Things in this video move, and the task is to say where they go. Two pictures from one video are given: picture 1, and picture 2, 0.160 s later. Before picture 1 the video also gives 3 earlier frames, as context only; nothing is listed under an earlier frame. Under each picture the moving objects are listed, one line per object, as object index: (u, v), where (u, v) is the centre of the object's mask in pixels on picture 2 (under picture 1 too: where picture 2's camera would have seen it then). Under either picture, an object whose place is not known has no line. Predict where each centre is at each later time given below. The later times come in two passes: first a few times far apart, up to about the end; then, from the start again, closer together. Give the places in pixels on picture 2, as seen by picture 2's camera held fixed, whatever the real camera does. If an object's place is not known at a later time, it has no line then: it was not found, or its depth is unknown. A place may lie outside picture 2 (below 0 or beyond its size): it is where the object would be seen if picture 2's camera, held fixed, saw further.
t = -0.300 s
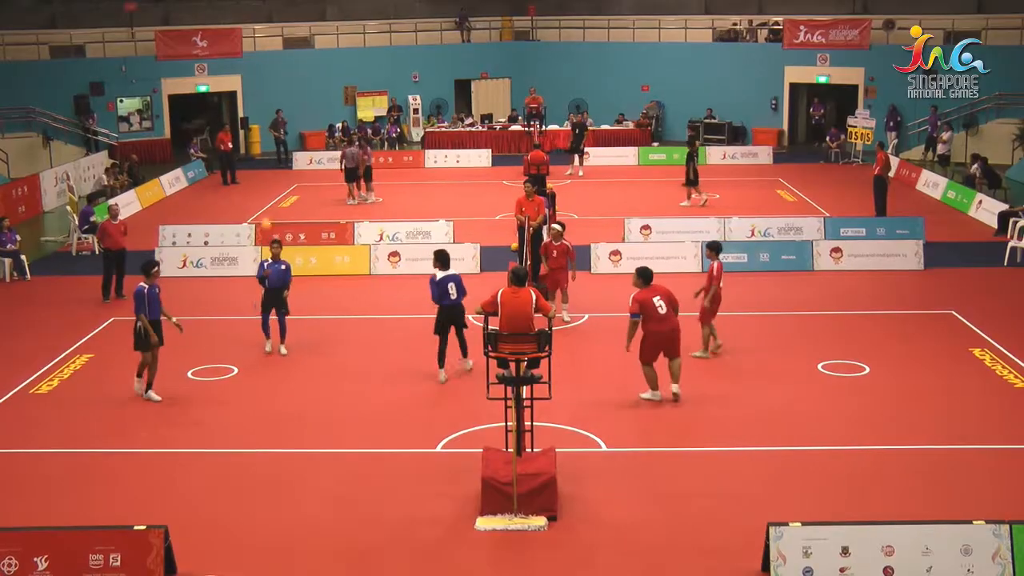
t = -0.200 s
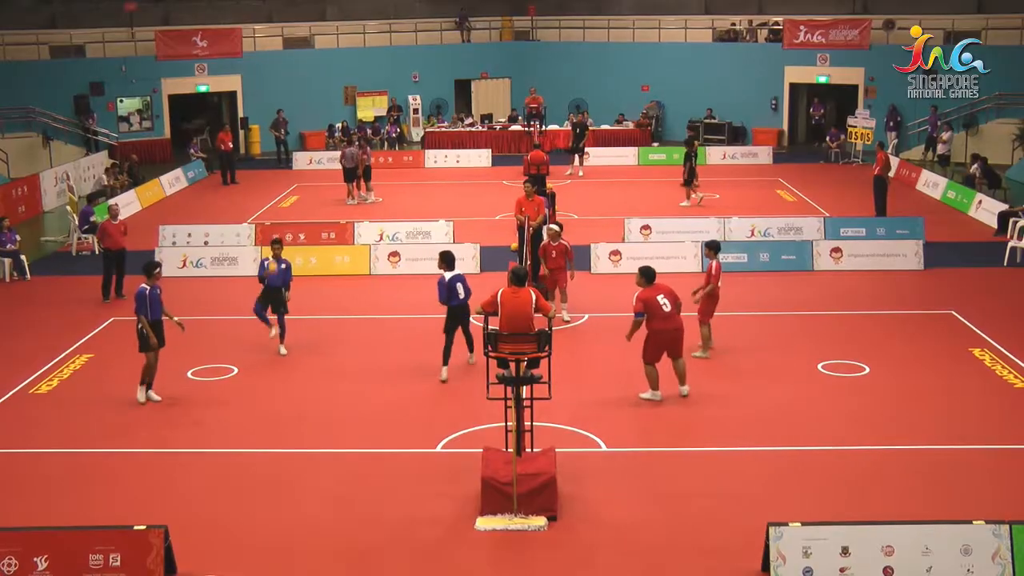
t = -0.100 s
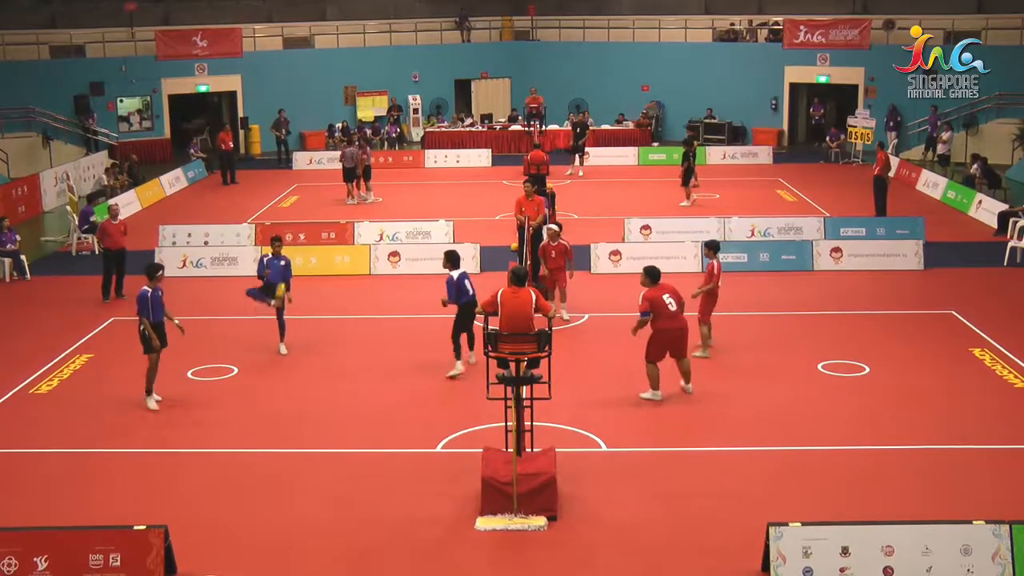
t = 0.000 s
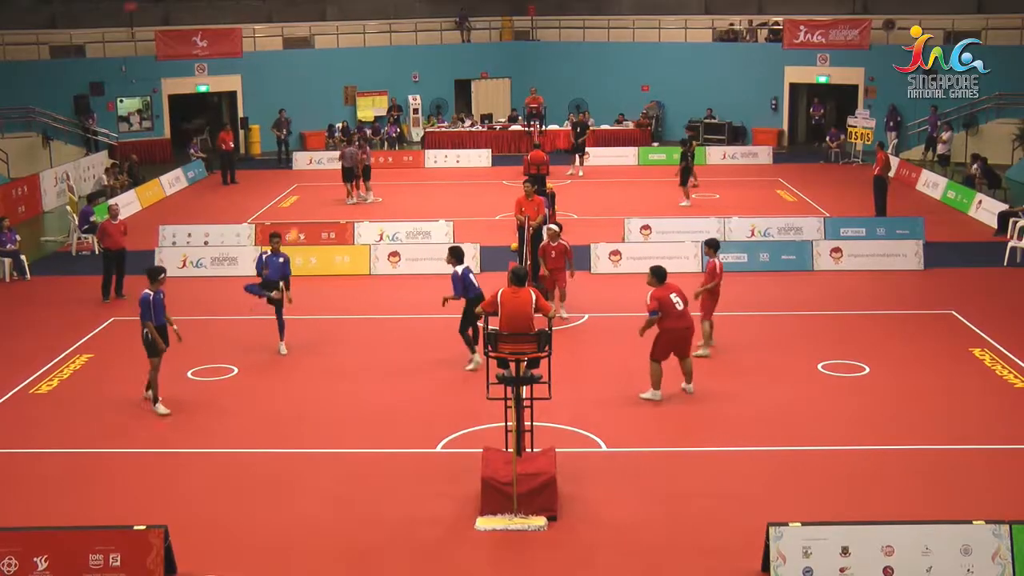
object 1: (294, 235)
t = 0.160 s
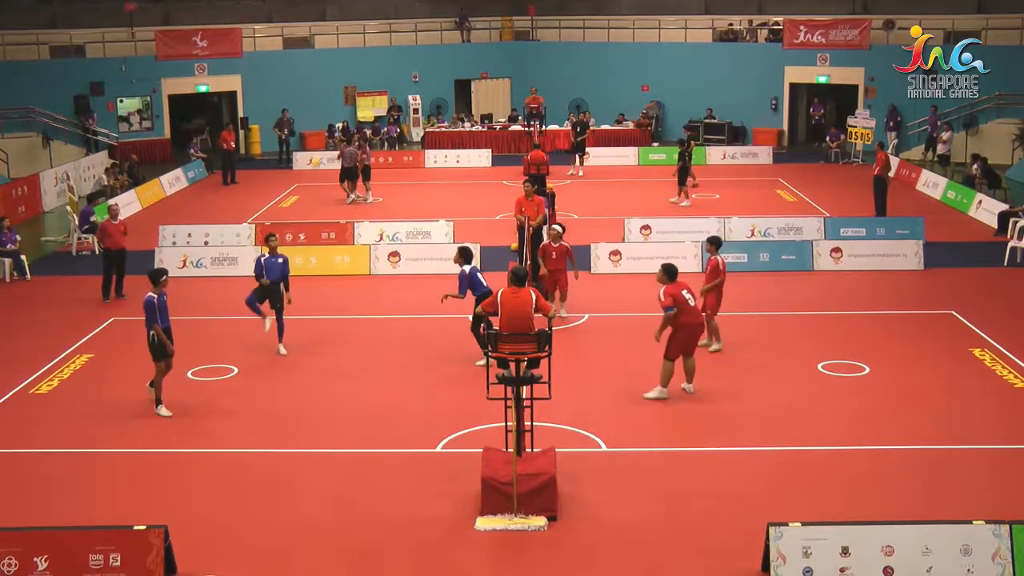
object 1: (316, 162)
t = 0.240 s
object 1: (328, 132)
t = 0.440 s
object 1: (359, 76)
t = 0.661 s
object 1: (394, 50)
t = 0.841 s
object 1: (424, 54)
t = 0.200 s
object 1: (321, 145)
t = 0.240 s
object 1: (328, 132)
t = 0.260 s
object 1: (331, 124)
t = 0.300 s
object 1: (337, 110)
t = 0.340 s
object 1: (344, 100)
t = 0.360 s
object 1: (346, 95)
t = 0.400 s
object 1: (353, 85)
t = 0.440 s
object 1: (359, 76)
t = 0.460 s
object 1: (362, 72)
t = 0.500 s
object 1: (369, 65)
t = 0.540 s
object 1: (376, 60)
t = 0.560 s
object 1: (378, 58)
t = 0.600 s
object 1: (385, 54)
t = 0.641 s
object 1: (390, 51)
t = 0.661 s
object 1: (394, 50)
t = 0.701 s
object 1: (401, 49)
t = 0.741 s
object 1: (408, 48)
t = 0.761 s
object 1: (411, 49)
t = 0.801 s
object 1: (417, 51)
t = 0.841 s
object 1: (424, 54)
